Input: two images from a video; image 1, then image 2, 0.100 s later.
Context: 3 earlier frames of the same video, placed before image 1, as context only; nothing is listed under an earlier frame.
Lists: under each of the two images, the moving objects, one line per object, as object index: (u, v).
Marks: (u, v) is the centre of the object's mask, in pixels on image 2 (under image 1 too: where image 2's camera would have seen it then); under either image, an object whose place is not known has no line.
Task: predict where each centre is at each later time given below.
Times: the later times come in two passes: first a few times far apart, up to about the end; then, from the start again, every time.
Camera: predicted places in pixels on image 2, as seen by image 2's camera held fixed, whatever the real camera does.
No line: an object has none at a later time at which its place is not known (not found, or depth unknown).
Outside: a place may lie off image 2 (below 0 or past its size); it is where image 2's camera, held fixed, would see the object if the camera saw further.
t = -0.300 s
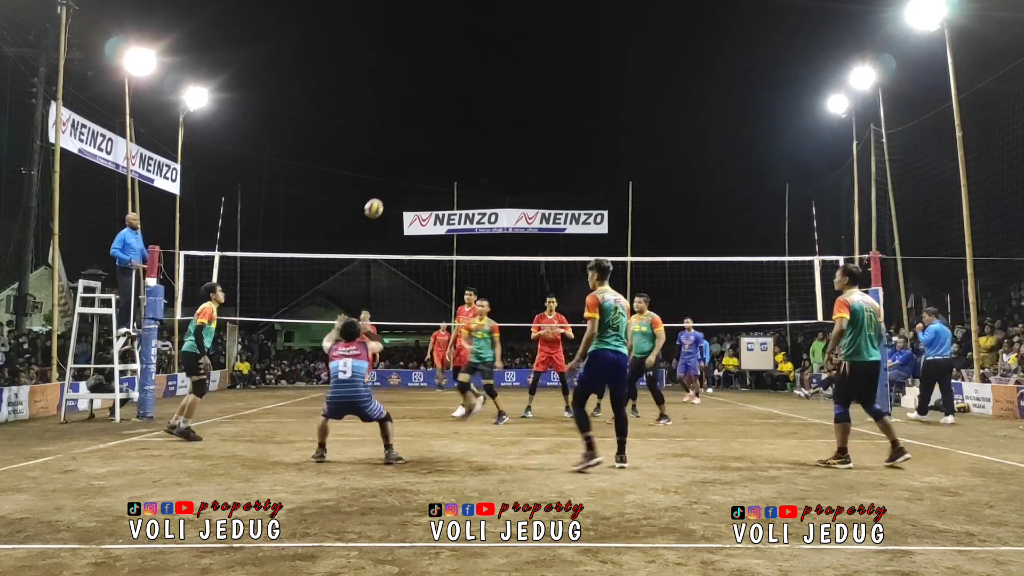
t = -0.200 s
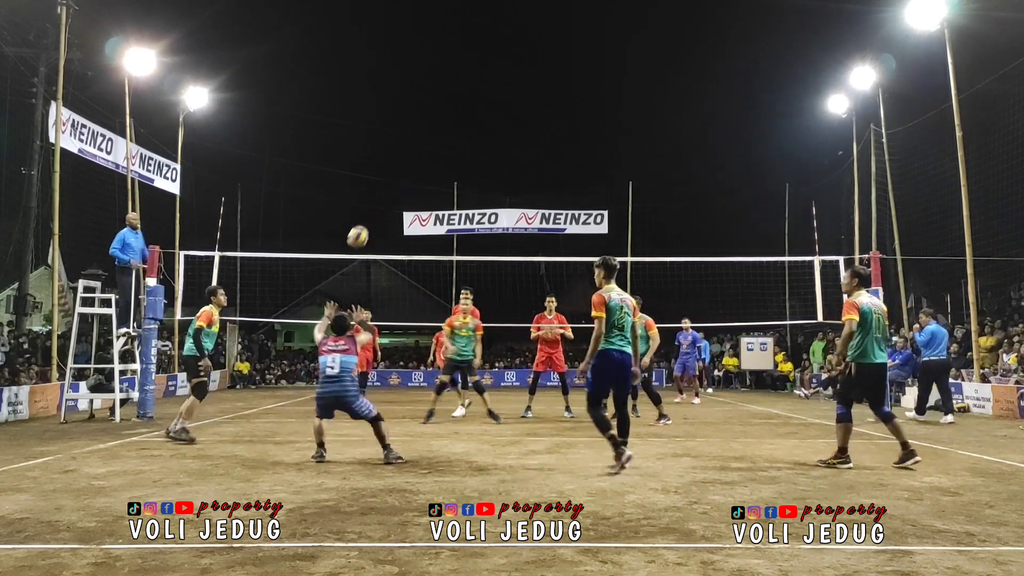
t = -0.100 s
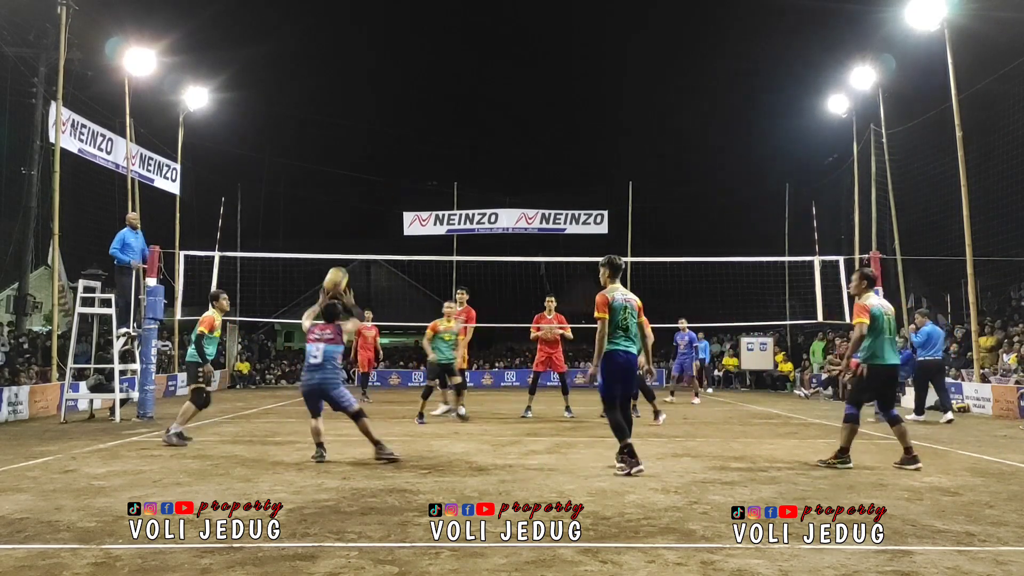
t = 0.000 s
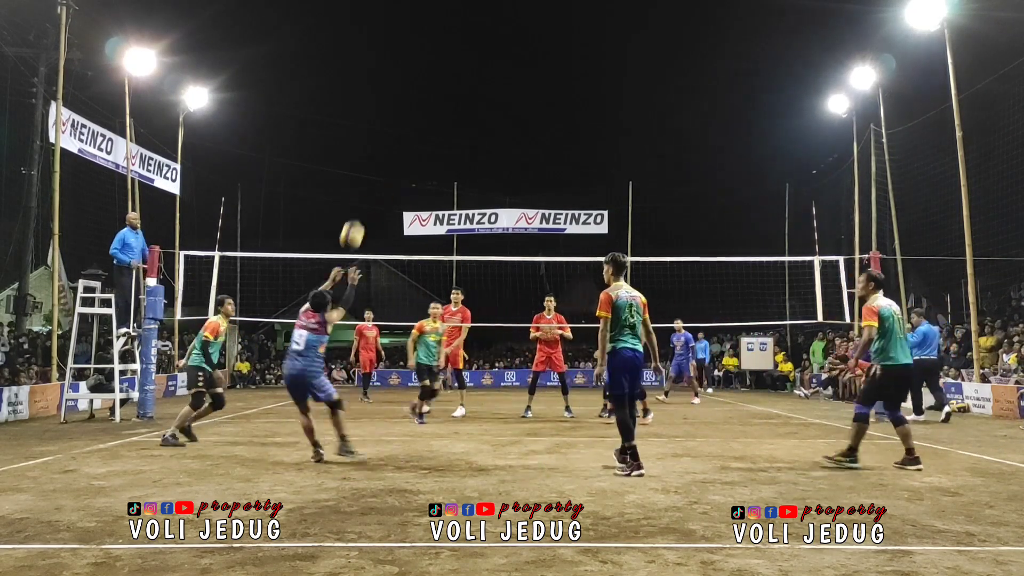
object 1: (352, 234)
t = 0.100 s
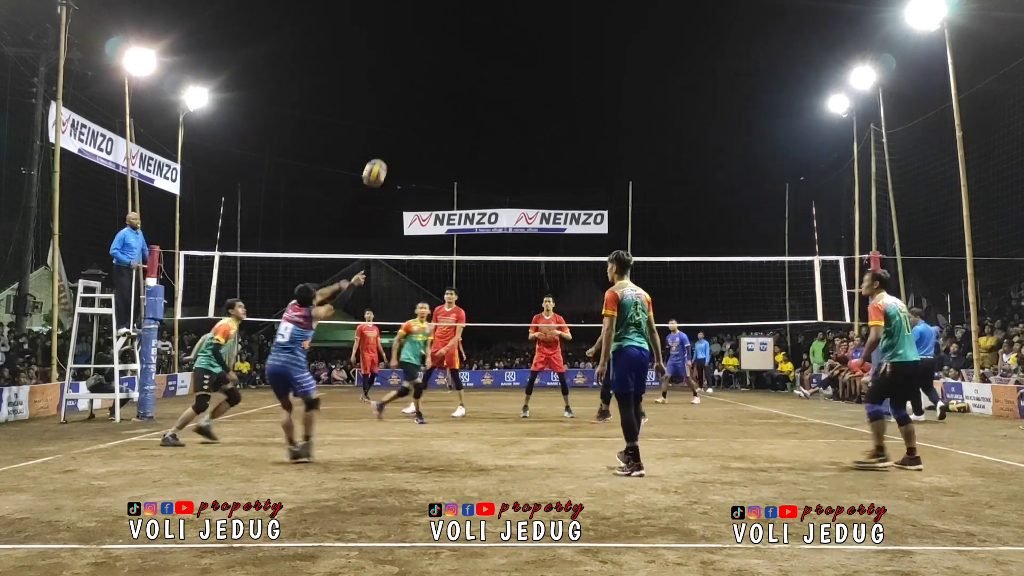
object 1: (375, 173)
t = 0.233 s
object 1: (403, 111)
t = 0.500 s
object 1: (454, 43)
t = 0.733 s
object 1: (494, 39)
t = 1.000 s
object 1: (534, 87)
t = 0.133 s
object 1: (382, 156)
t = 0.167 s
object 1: (389, 140)
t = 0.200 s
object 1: (396, 124)
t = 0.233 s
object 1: (403, 111)
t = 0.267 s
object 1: (410, 99)
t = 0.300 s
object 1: (417, 87)
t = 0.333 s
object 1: (423, 77)
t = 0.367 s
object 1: (429, 68)
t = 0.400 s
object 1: (436, 60)
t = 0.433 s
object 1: (442, 53)
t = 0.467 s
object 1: (448, 48)
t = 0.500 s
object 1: (454, 43)
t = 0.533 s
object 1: (460, 39)
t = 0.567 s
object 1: (466, 37)
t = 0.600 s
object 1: (472, 35)
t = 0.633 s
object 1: (477, 35)
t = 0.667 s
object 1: (483, 35)
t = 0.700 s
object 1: (488, 36)
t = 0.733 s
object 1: (494, 39)
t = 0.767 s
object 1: (499, 42)
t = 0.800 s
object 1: (504, 46)
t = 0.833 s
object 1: (509, 51)
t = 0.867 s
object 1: (514, 56)
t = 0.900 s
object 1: (519, 63)
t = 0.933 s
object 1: (525, 70)
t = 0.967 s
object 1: (529, 78)
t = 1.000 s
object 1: (534, 87)
